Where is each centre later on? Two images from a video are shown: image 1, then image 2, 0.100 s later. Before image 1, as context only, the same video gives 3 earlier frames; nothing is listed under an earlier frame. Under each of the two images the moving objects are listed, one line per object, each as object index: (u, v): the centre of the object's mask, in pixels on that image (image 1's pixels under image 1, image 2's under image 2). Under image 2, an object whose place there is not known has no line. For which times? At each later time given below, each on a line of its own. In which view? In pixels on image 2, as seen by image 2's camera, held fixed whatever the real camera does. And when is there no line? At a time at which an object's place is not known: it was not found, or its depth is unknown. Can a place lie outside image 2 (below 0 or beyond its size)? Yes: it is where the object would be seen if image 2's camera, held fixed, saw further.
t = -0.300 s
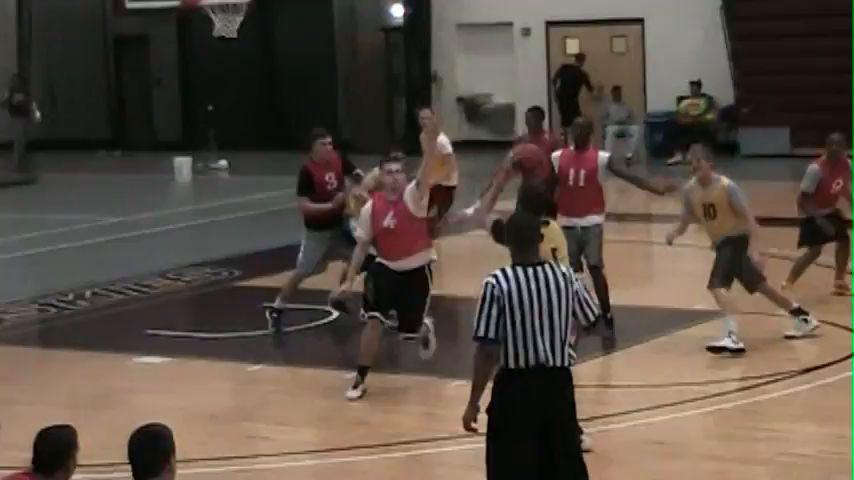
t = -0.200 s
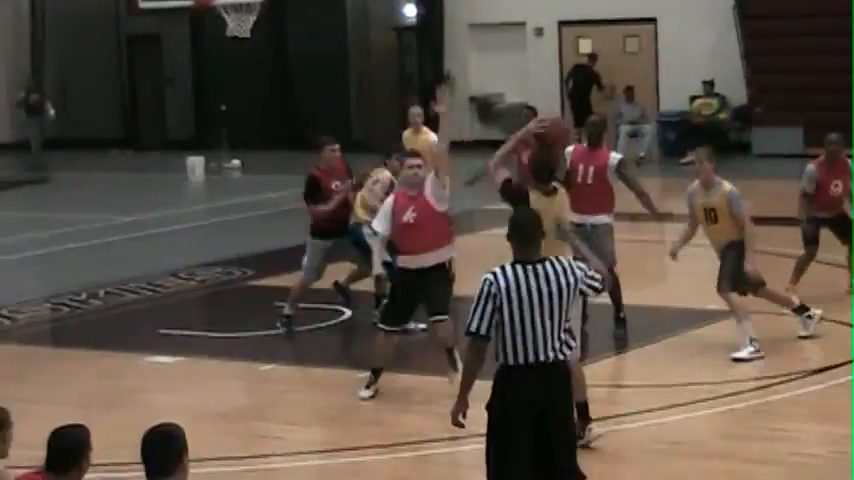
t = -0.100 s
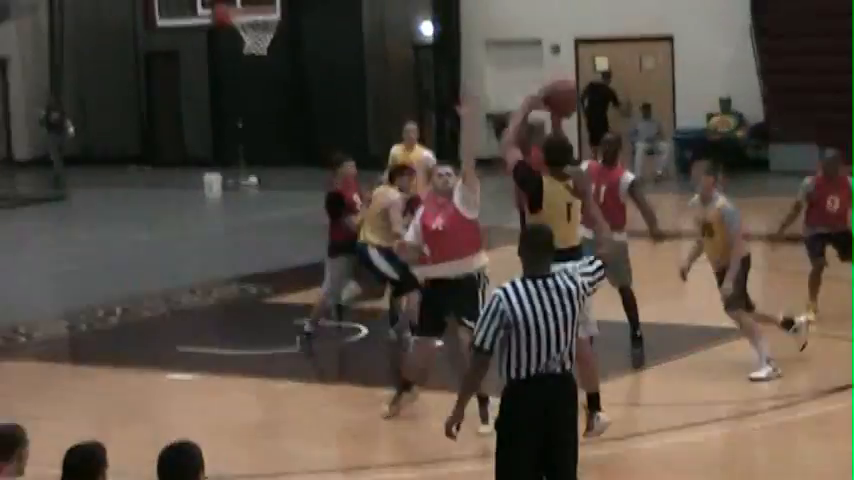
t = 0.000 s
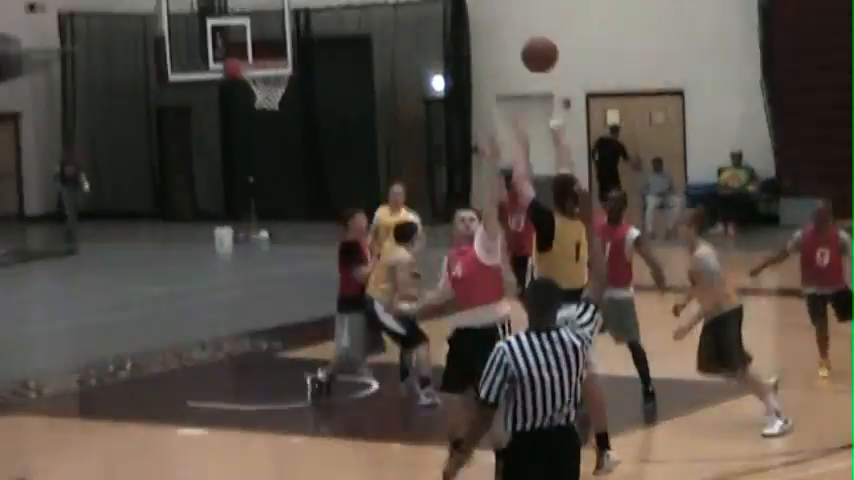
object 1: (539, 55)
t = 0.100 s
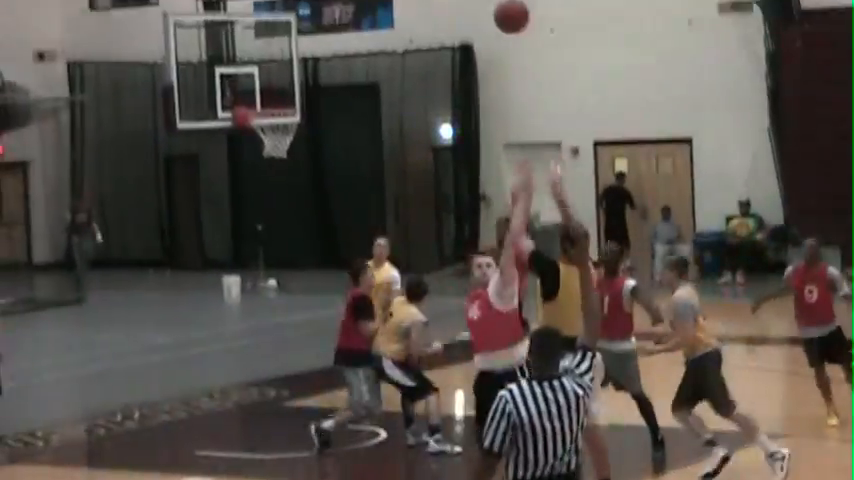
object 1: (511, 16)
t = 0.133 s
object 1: (500, -3)
